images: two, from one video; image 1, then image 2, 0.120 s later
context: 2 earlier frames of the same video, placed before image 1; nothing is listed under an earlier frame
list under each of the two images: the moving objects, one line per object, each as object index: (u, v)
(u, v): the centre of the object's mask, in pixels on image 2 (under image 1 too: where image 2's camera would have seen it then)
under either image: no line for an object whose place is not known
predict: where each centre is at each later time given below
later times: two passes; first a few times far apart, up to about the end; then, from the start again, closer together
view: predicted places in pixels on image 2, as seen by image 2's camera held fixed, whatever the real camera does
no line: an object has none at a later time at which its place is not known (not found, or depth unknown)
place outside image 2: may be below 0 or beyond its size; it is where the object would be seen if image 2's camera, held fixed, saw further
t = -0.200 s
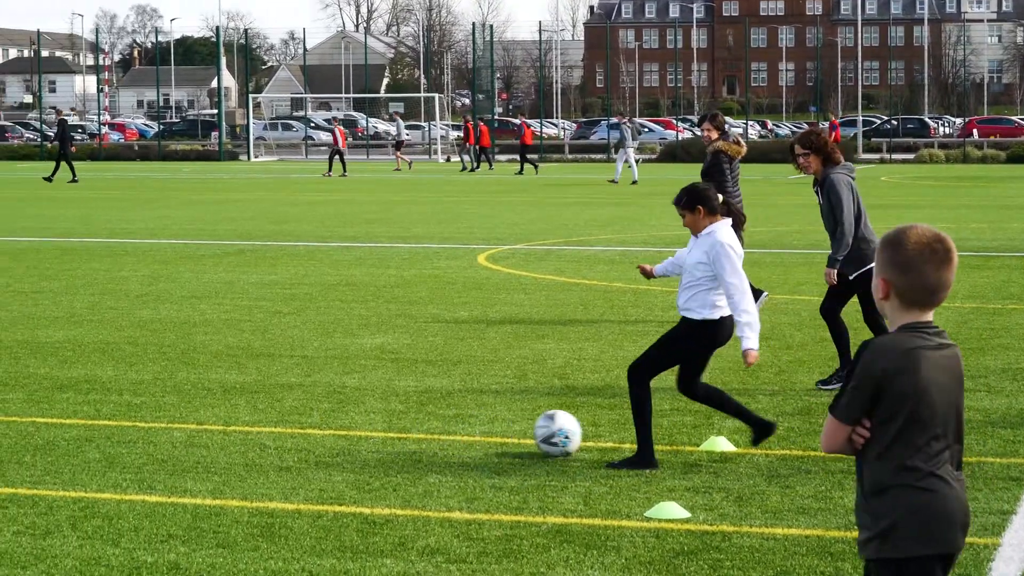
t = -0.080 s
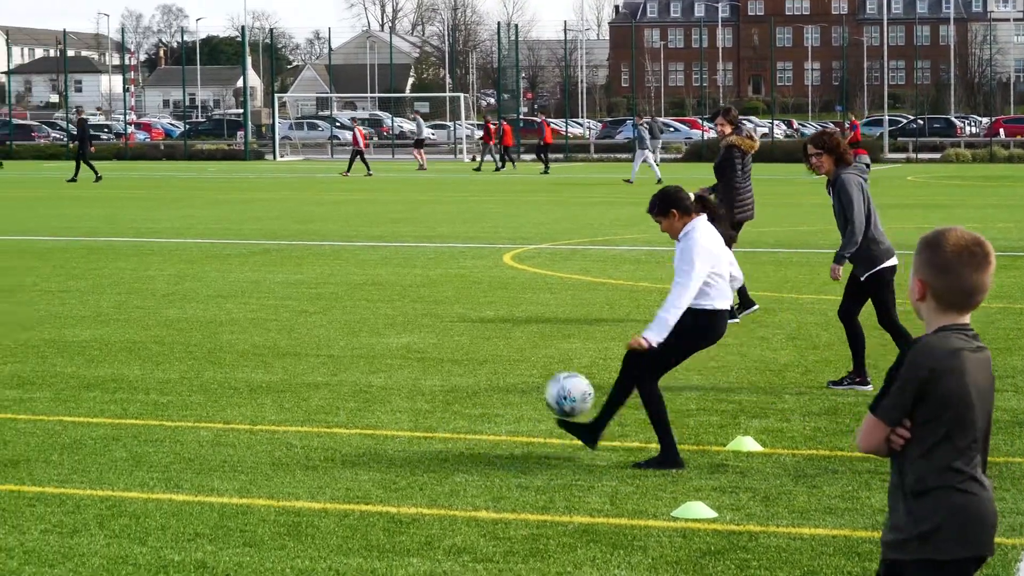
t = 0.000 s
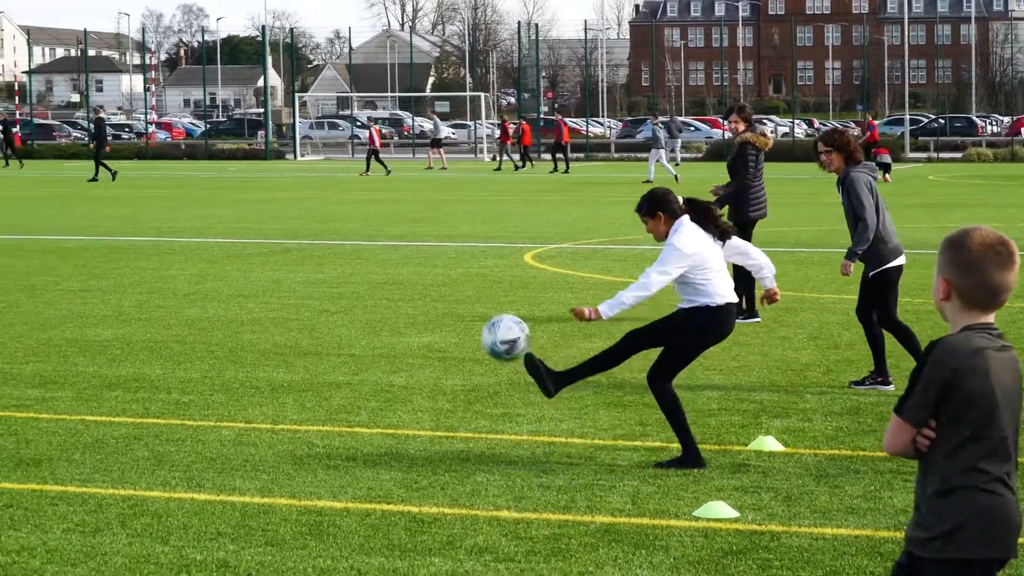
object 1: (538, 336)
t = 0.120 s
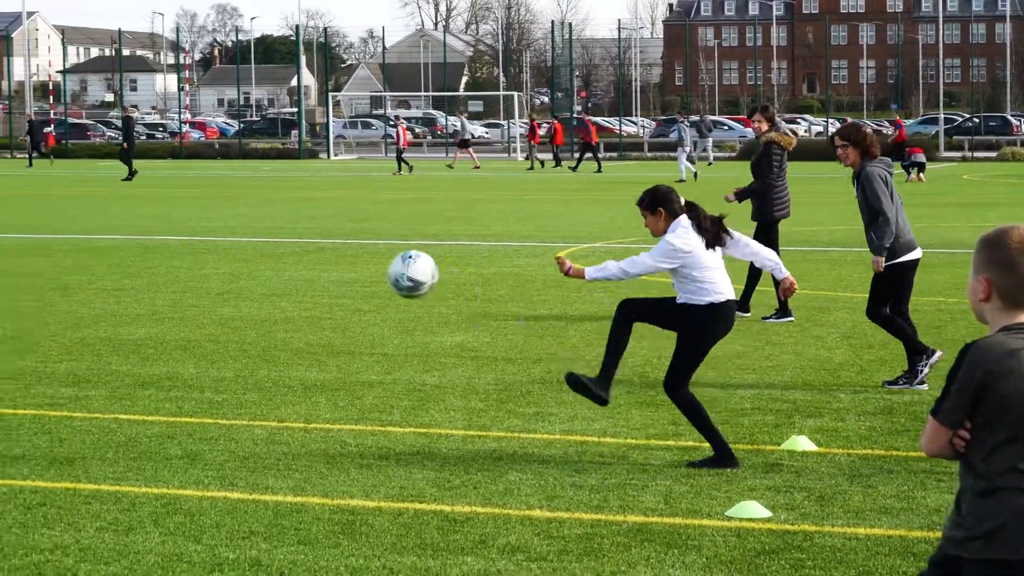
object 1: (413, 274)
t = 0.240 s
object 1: (286, 238)
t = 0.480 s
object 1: (31, 255)
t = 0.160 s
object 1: (370, 259)
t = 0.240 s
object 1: (286, 238)
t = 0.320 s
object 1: (201, 230)
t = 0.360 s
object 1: (160, 231)
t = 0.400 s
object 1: (117, 235)
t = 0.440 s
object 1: (74, 243)
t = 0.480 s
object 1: (31, 255)
